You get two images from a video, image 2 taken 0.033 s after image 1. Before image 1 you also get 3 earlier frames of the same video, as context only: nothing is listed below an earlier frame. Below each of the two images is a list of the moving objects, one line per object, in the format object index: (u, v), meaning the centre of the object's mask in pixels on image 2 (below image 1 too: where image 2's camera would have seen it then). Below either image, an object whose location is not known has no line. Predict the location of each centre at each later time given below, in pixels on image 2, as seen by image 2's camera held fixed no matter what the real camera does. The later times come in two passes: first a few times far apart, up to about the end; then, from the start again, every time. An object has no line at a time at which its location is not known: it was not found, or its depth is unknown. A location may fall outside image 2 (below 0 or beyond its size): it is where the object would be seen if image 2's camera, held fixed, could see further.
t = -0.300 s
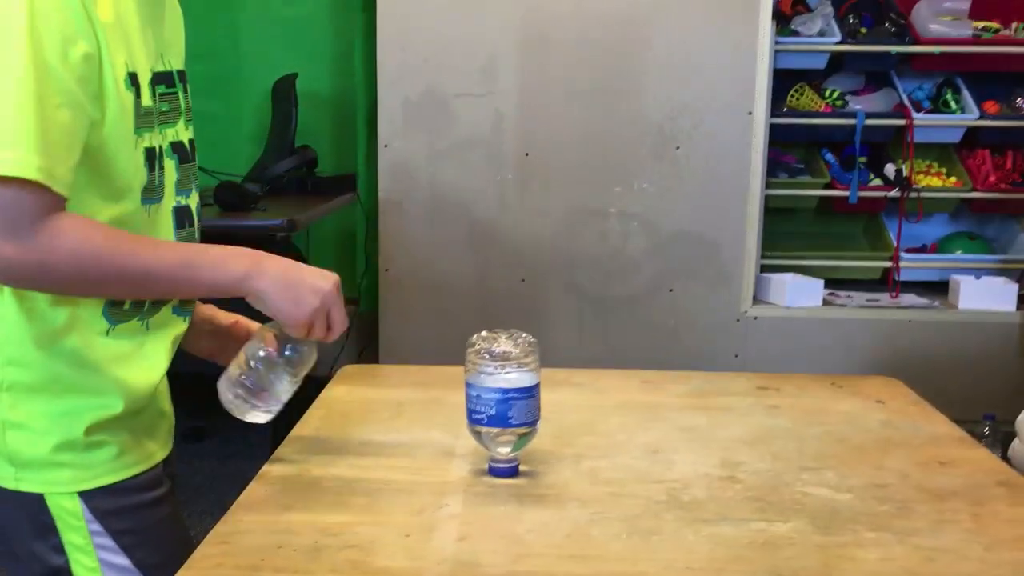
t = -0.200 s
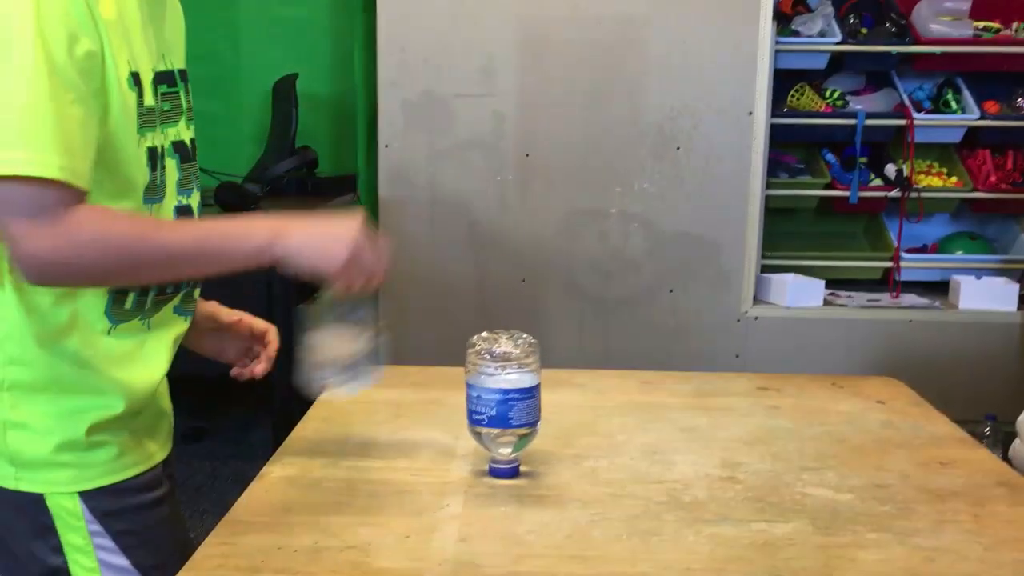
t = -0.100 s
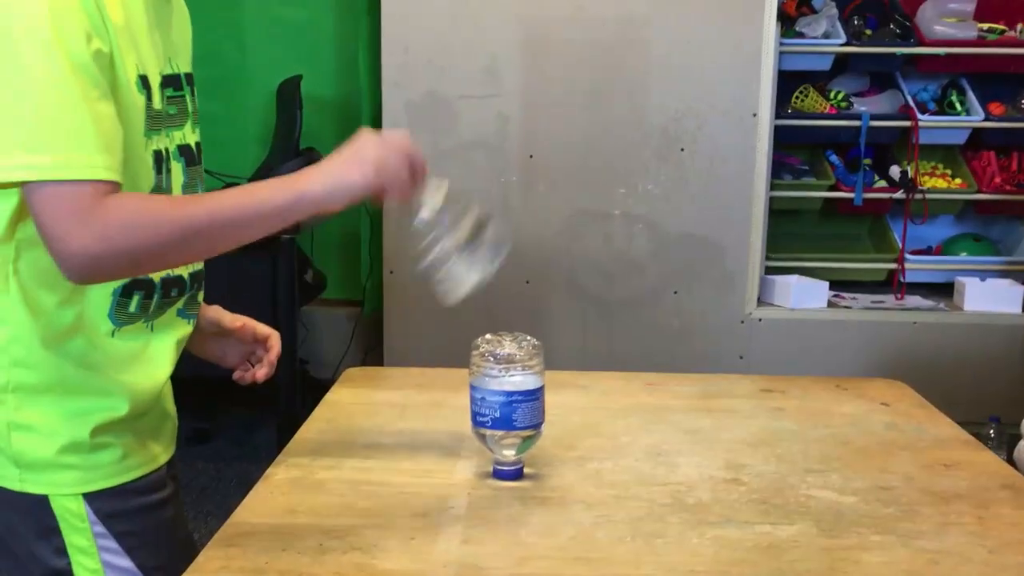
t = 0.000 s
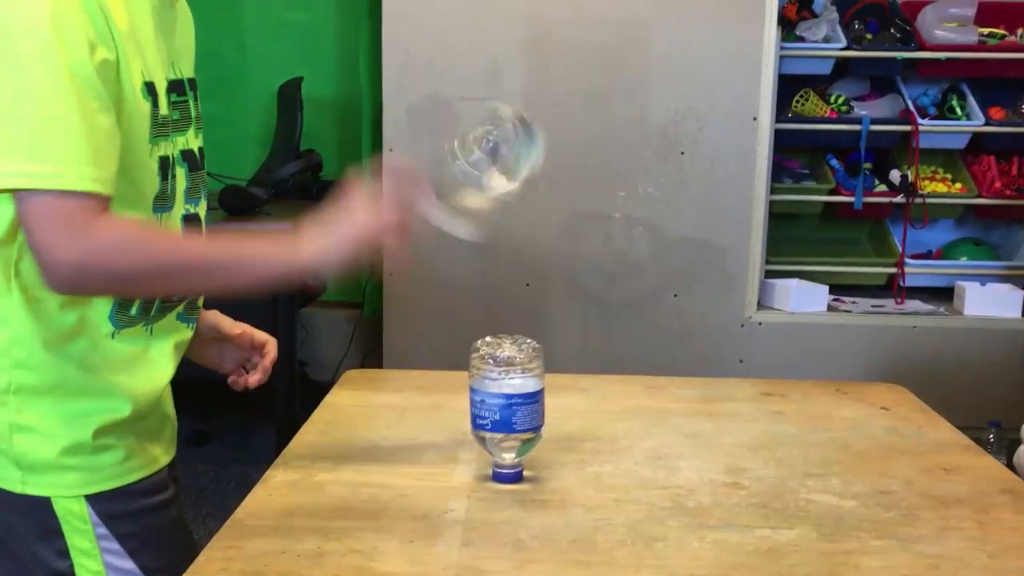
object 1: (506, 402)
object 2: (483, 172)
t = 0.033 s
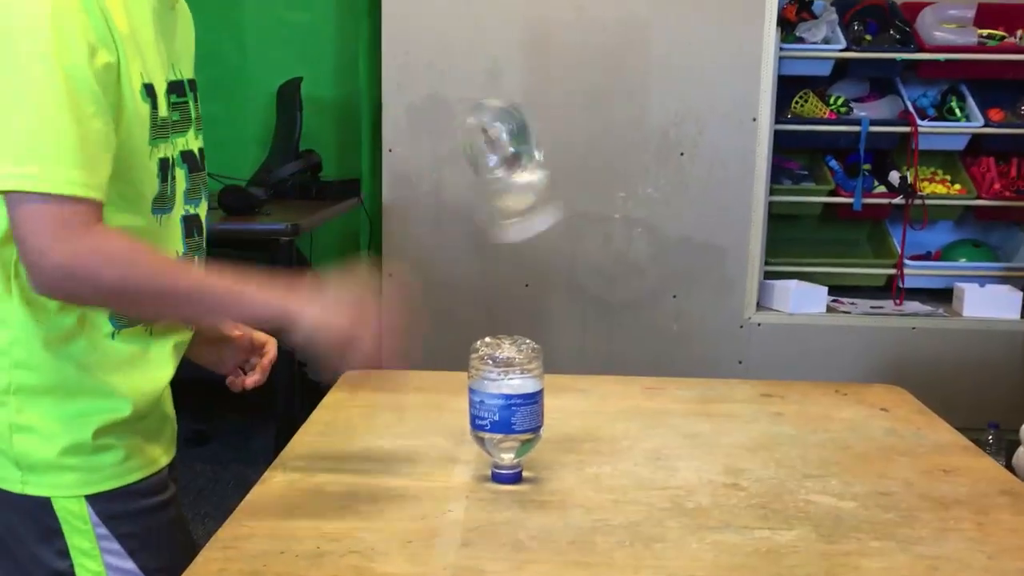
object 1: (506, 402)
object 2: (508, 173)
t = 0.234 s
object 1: (504, 405)
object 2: (506, 282)
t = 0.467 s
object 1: (499, 404)
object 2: (490, 282)
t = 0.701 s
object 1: (485, 400)
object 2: (455, 283)
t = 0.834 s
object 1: (474, 422)
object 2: (392, 323)
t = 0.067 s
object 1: (506, 402)
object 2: (509, 159)
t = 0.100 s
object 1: (506, 402)
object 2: (505, 171)
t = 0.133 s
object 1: (506, 402)
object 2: (504, 200)
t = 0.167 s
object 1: (506, 402)
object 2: (505, 244)
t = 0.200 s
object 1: (506, 407)
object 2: (504, 285)
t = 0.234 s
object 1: (504, 405)
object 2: (506, 282)
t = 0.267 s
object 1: (504, 405)
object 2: (503, 281)
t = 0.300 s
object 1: (504, 405)
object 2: (501, 282)
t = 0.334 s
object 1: (503, 405)
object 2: (500, 283)
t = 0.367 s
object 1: (503, 404)
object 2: (499, 282)
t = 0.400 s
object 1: (501, 404)
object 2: (495, 282)
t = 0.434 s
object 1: (500, 404)
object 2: (493, 282)
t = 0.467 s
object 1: (499, 404)
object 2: (490, 282)
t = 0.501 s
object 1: (498, 403)
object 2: (487, 281)
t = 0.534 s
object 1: (497, 403)
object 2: (485, 281)
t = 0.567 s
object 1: (496, 403)
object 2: (482, 281)
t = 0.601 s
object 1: (494, 402)
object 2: (477, 281)
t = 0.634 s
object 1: (491, 401)
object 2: (471, 281)
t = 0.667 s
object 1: (489, 401)
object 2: (464, 281)
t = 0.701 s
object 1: (485, 400)
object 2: (455, 283)
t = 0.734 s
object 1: (481, 401)
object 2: (445, 287)
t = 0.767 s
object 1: (478, 403)
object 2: (431, 293)
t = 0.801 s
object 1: (475, 409)
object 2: (411, 304)
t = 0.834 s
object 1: (474, 422)
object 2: (392, 323)
